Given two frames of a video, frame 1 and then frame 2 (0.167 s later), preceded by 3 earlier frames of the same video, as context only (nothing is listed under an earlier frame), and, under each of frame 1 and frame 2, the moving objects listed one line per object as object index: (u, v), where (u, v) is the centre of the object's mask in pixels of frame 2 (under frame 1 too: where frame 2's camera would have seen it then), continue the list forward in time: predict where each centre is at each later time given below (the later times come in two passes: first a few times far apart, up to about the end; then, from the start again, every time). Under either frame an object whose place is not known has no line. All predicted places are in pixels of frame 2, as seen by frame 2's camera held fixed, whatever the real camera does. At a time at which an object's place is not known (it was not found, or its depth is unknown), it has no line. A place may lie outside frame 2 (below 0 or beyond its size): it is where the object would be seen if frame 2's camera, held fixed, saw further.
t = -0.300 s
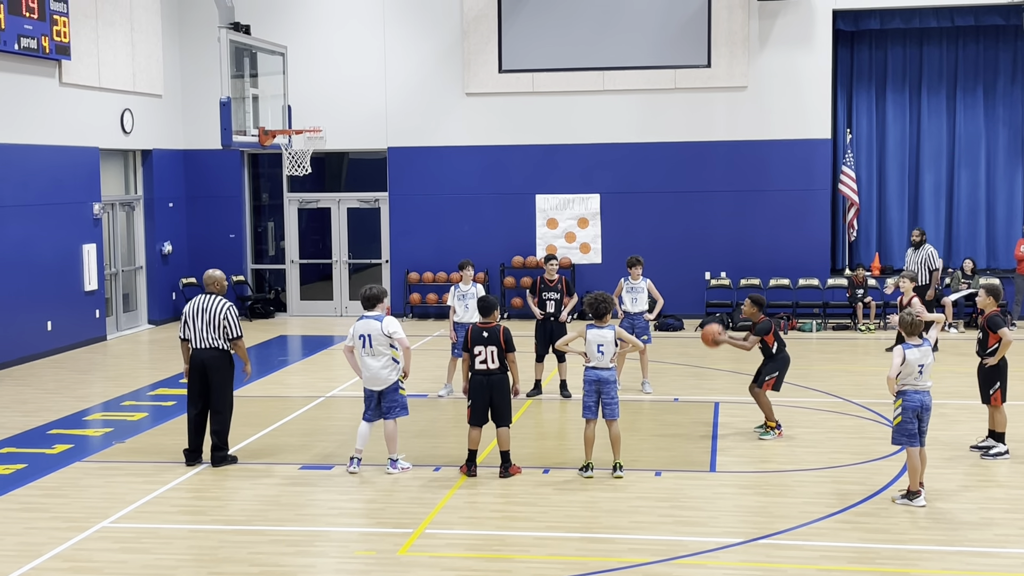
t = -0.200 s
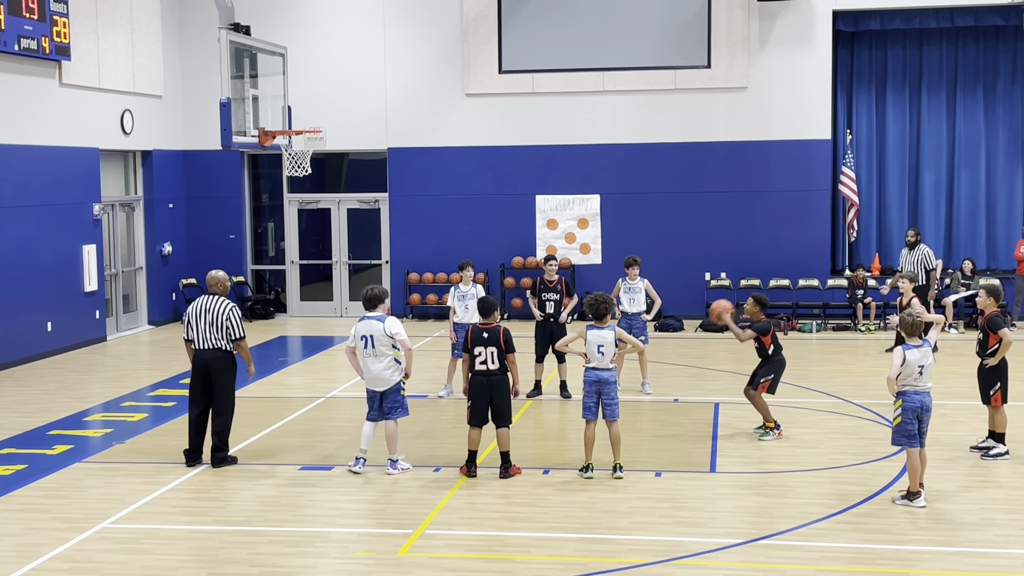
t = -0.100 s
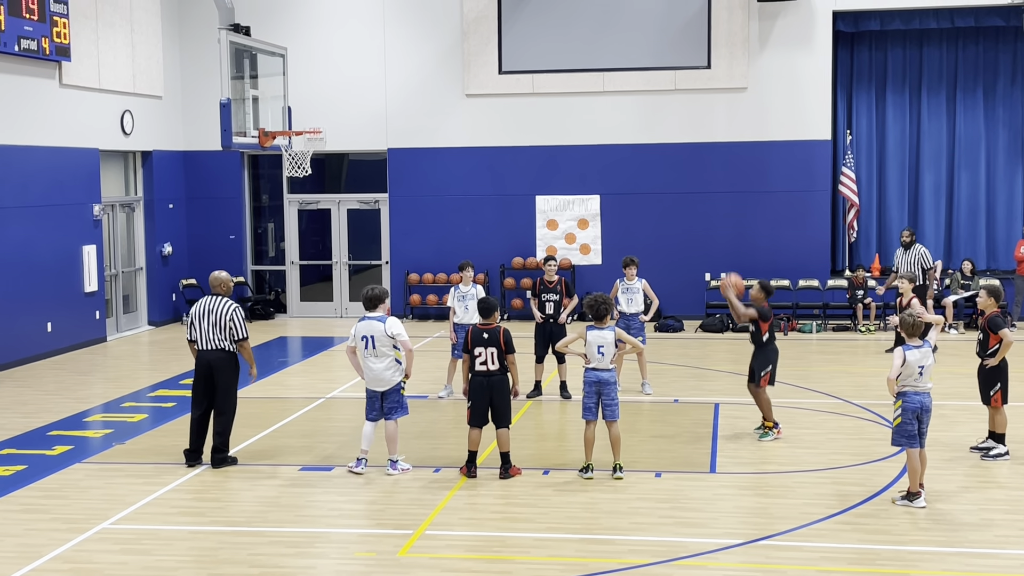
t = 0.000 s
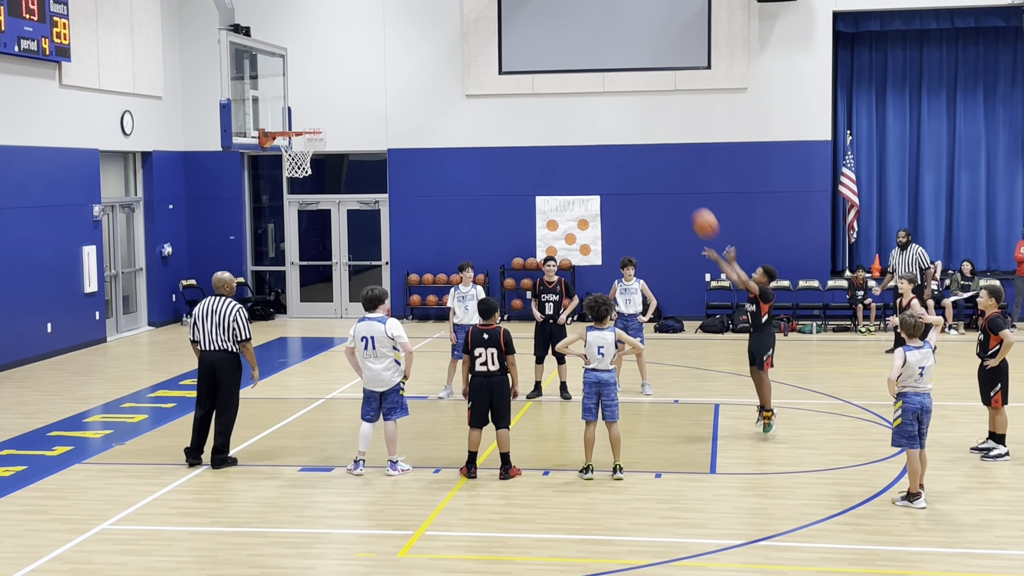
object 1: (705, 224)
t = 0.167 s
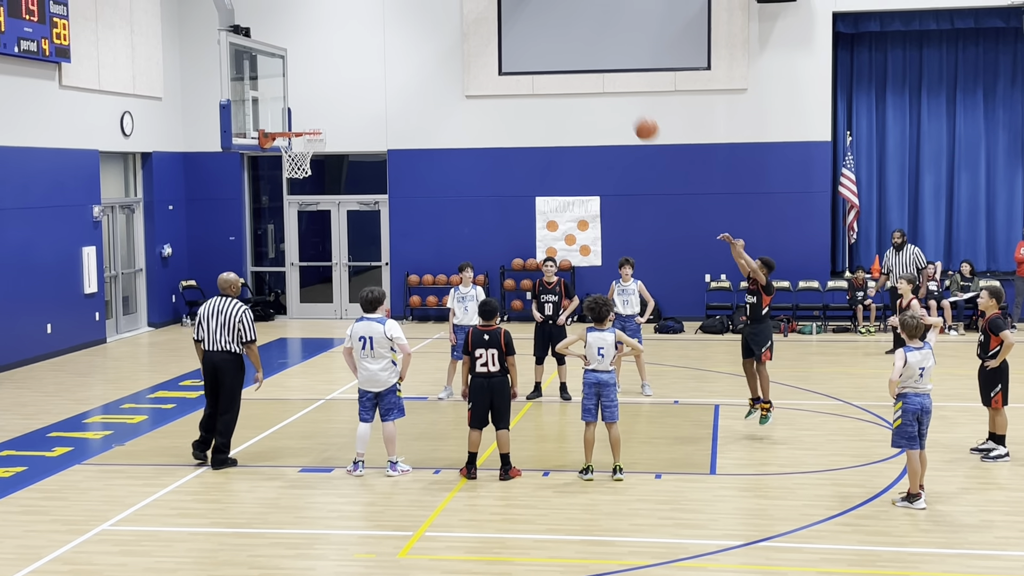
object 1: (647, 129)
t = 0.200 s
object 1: (635, 113)
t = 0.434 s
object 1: (556, 34)
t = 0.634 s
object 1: (491, 11)
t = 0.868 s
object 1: (418, 33)
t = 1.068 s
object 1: (359, 93)
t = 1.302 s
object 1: (350, 188)
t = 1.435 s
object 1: (370, 259)
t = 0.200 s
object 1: (635, 113)
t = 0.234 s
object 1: (623, 99)
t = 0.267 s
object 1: (612, 84)
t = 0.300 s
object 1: (601, 72)
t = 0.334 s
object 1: (590, 61)
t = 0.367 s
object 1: (578, 51)
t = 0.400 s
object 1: (567, 42)
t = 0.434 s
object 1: (556, 34)
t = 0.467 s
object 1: (545, 28)
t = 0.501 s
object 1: (534, 22)
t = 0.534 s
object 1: (523, 17)
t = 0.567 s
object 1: (513, 14)
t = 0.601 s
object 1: (502, 12)
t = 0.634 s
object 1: (491, 11)
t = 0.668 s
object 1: (481, 11)
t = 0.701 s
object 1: (470, 12)
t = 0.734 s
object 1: (460, 14)
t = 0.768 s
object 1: (449, 17)
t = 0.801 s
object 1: (438, 21)
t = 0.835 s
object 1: (428, 27)
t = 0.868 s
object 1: (418, 33)
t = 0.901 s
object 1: (408, 40)
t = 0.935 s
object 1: (398, 49)
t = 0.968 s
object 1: (388, 58)
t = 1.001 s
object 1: (378, 69)
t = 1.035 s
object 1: (369, 80)
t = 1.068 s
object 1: (359, 93)
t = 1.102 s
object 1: (349, 106)
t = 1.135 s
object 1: (340, 120)
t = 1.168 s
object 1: (332, 135)
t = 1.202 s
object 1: (337, 149)
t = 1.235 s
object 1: (342, 162)
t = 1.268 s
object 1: (346, 175)
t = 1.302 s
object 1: (350, 188)
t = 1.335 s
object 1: (356, 206)
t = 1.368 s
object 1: (361, 224)
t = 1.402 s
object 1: (365, 241)
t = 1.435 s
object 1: (370, 259)
